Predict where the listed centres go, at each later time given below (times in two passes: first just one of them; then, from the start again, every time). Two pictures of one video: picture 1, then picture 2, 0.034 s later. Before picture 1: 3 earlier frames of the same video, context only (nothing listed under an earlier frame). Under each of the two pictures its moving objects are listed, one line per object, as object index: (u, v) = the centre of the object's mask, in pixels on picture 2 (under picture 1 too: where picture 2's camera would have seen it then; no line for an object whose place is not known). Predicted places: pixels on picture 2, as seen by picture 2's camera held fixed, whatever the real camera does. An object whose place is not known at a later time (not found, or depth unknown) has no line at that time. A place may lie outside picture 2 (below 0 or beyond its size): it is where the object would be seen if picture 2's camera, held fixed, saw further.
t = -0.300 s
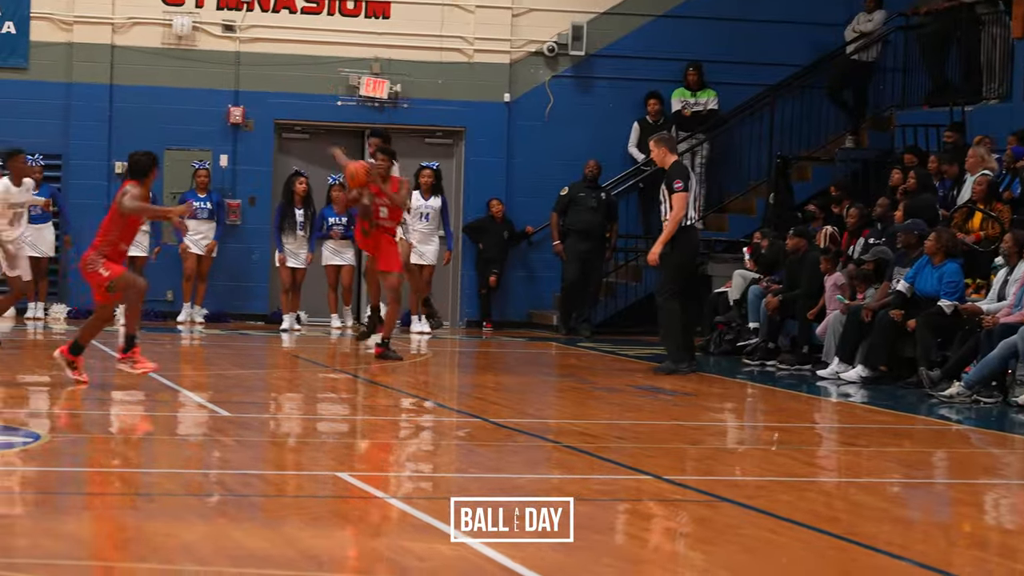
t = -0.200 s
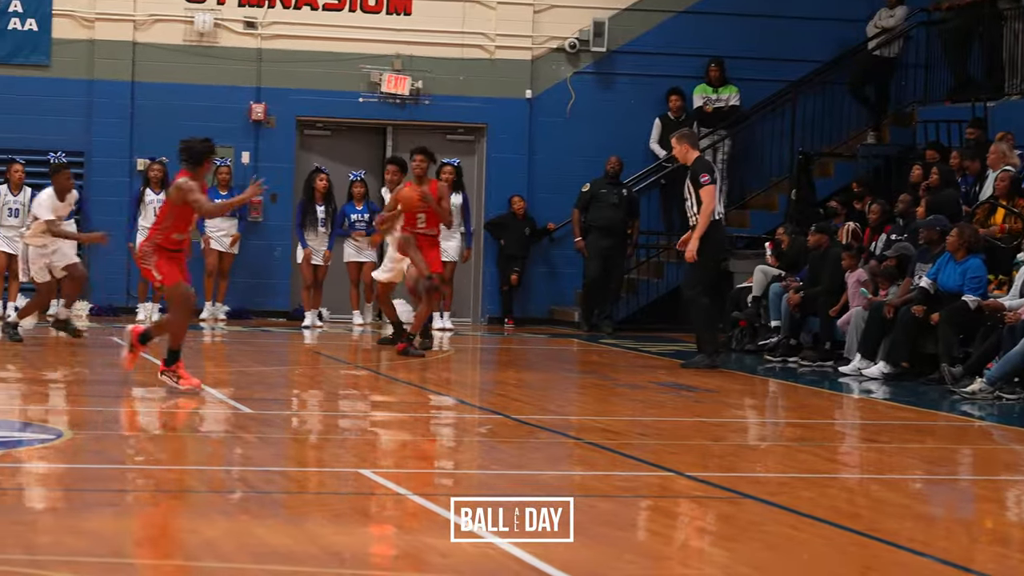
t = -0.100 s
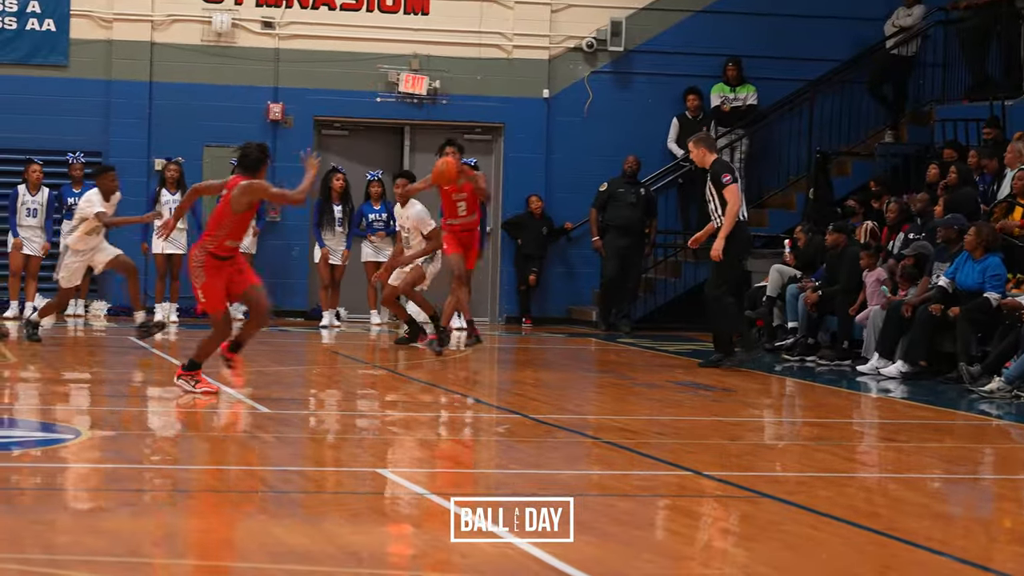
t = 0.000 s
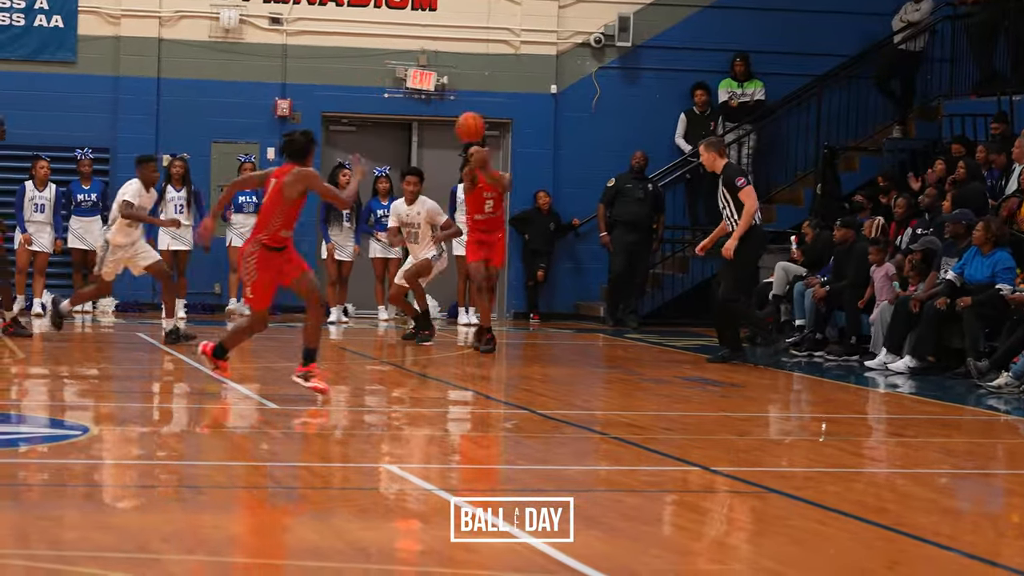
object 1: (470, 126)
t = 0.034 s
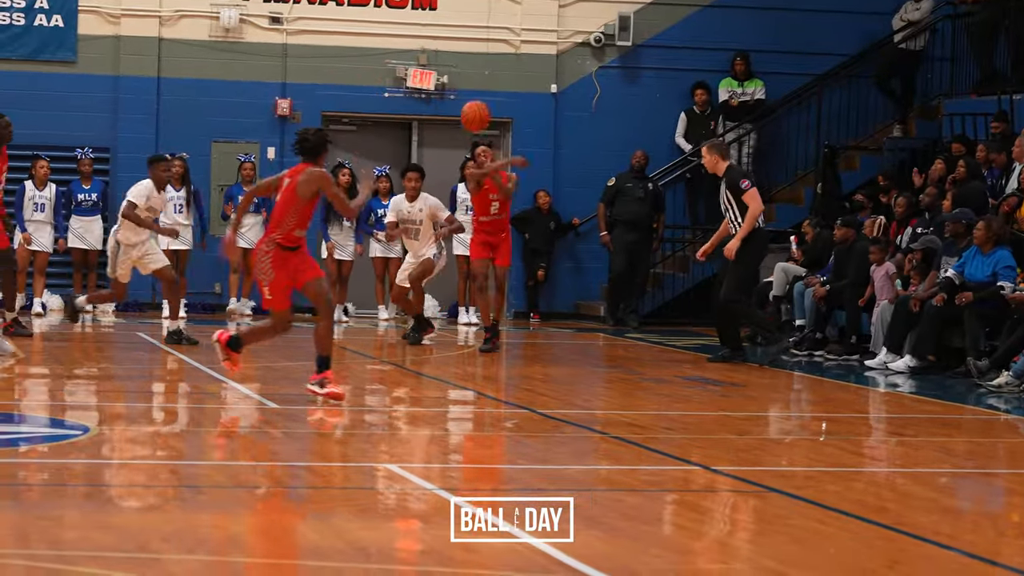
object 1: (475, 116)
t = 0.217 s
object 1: (497, 82)
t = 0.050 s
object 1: (477, 111)
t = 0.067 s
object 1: (480, 107)
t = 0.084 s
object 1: (482, 103)
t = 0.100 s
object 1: (484, 100)
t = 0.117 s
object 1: (486, 96)
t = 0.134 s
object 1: (487, 94)
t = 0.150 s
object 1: (490, 90)
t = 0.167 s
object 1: (491, 87)
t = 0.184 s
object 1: (493, 85)
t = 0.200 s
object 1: (495, 83)
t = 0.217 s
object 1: (497, 82)
